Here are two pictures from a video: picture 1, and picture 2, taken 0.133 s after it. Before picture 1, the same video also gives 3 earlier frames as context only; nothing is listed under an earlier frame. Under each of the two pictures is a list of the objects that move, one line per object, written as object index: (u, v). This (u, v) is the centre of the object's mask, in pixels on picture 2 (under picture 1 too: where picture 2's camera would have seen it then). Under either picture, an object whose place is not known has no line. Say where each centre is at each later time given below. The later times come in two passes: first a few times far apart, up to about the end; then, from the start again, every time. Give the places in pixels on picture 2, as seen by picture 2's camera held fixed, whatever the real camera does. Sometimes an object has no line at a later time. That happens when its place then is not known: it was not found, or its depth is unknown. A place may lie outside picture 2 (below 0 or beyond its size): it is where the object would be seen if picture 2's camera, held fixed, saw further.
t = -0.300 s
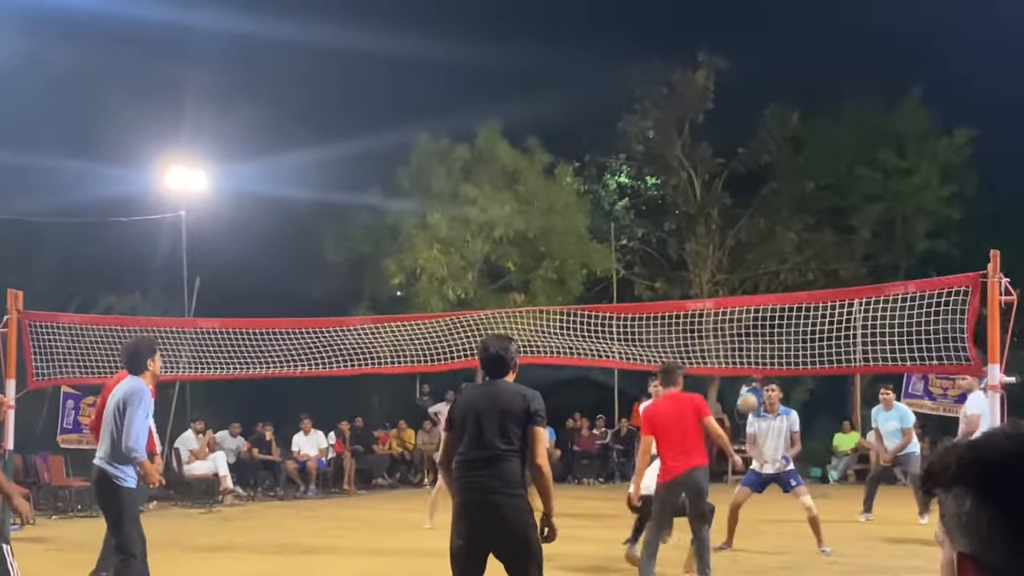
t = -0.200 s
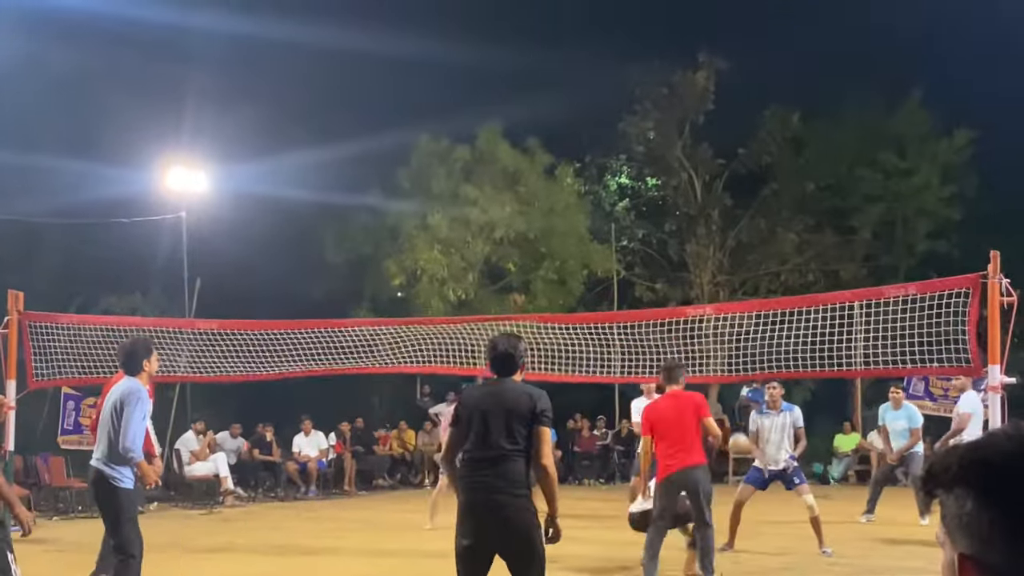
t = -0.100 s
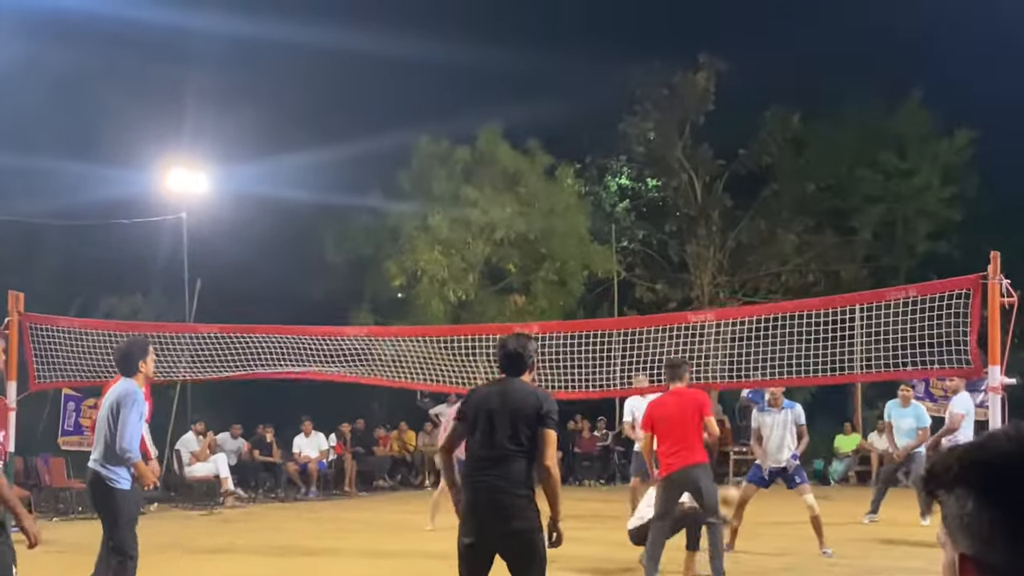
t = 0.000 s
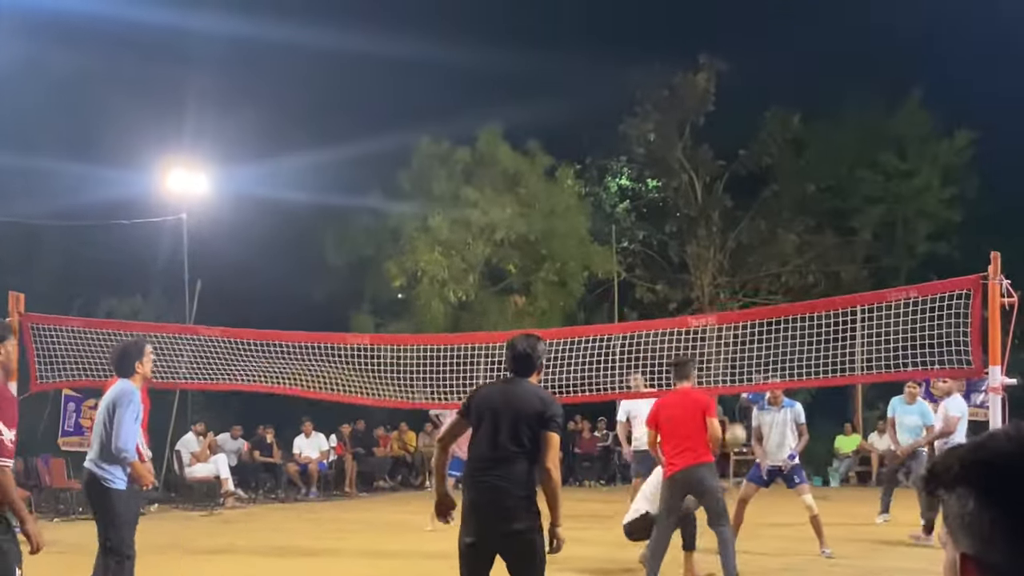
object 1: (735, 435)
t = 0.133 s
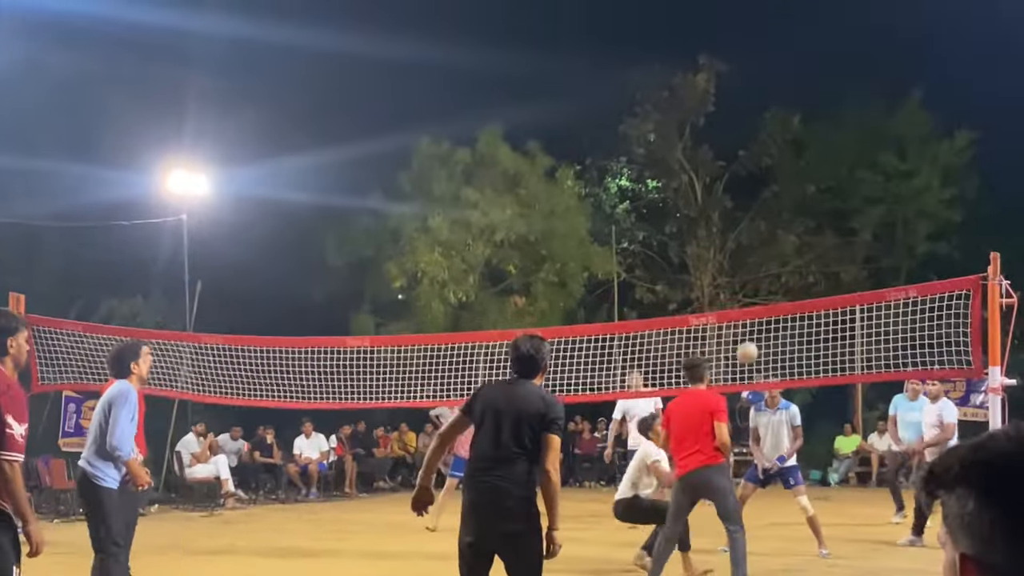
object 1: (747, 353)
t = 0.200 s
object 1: (752, 319)
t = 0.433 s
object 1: (773, 242)
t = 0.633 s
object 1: (790, 231)
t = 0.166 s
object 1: (750, 335)
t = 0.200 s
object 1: (752, 319)
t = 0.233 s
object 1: (755, 303)
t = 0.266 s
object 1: (758, 290)
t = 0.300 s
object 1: (761, 278)
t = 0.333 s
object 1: (764, 267)
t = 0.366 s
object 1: (767, 258)
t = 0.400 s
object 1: (770, 249)
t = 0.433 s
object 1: (773, 242)
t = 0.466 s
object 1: (776, 237)
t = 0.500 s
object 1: (779, 233)
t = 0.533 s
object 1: (782, 230)
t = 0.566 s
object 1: (785, 228)
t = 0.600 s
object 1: (788, 228)
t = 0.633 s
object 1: (790, 231)
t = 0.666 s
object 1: (794, 233)
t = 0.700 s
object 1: (796, 238)
